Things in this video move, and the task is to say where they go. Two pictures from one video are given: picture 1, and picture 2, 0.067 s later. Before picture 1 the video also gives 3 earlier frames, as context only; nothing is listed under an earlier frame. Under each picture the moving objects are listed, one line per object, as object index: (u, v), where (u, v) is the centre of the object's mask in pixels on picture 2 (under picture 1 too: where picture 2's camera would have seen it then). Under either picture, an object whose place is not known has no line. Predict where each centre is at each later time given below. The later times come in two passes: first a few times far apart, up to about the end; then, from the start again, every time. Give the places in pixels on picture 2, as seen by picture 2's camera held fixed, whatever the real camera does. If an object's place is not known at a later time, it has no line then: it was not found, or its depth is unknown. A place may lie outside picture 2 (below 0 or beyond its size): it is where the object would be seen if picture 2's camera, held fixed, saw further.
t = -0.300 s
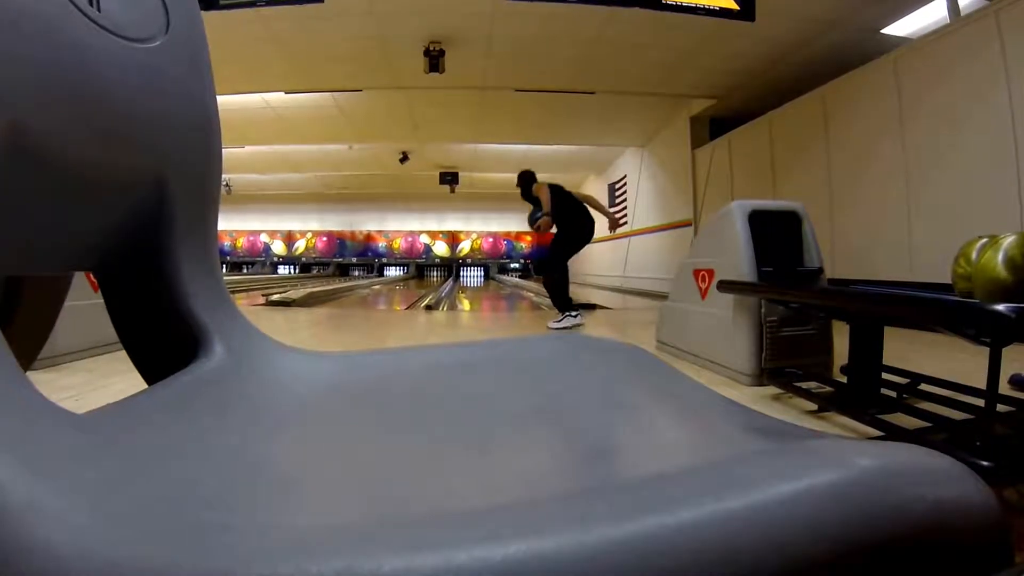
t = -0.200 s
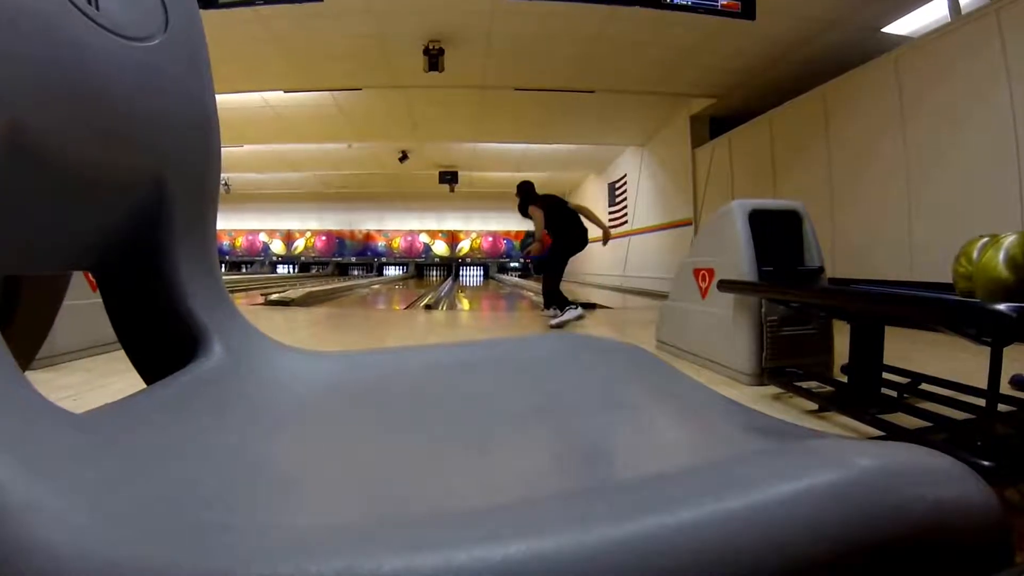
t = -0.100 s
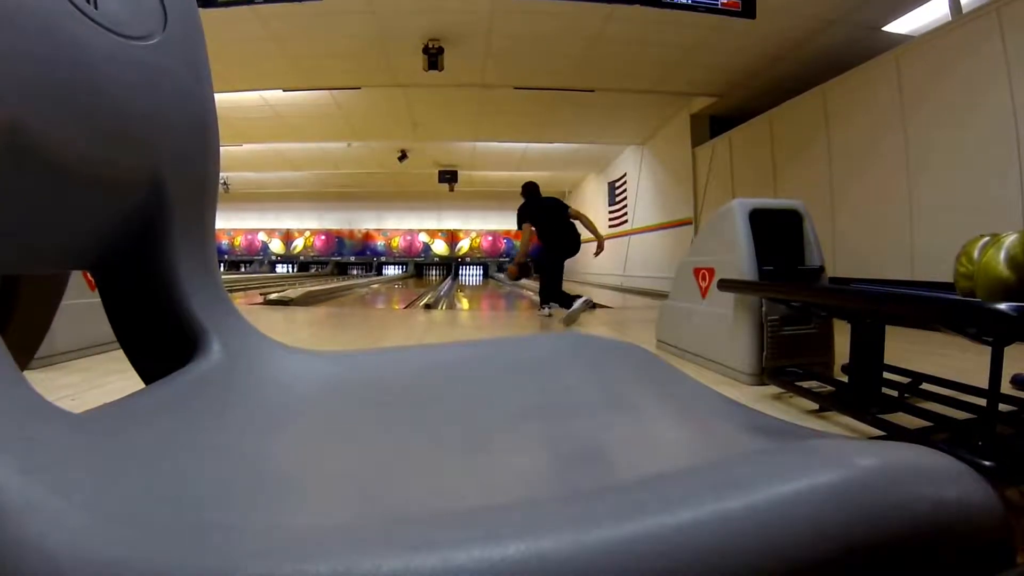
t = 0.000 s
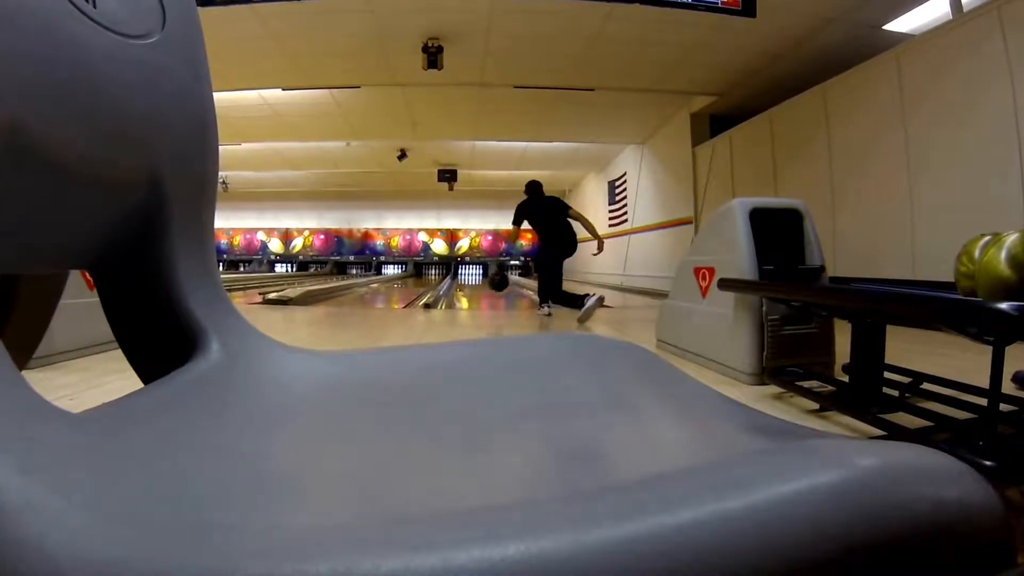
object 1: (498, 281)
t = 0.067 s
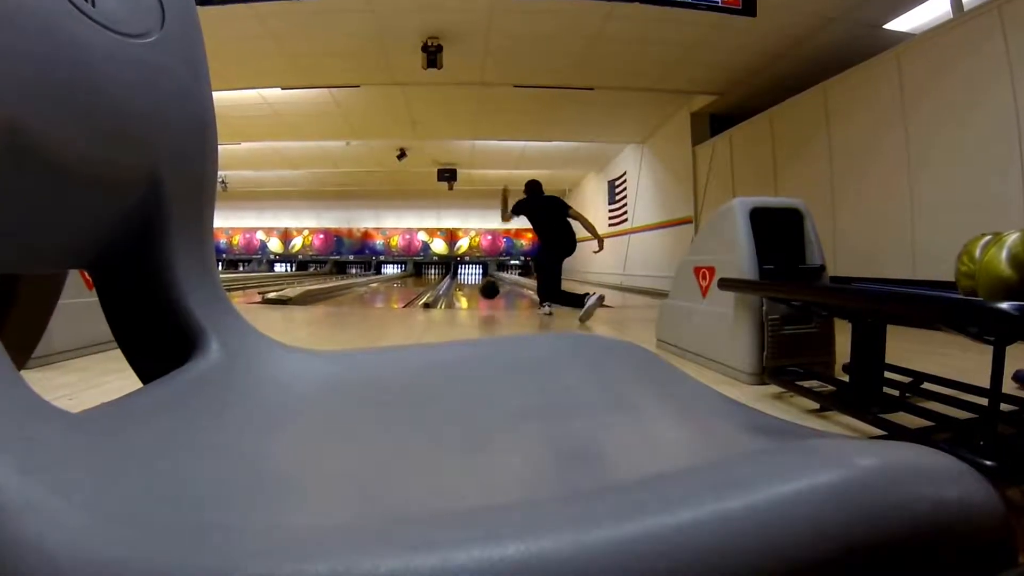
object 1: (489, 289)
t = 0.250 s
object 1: (470, 293)
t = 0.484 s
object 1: (453, 288)
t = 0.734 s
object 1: (448, 287)
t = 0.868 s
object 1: (447, 287)
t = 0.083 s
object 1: (487, 293)
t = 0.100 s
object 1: (485, 295)
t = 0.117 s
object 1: (483, 296)
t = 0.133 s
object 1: (481, 295)
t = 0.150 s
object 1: (480, 295)
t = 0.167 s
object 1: (478, 295)
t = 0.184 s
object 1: (476, 295)
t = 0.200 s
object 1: (475, 294)
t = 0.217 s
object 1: (474, 294)
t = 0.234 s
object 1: (471, 294)
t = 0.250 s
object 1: (470, 293)
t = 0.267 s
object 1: (469, 293)
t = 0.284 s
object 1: (466, 292)
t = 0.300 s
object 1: (466, 292)
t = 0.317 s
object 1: (464, 291)
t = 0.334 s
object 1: (463, 291)
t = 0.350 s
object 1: (462, 291)
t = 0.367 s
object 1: (460, 290)
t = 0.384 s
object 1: (459, 290)
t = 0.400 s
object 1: (458, 290)
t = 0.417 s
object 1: (457, 289)
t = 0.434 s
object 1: (457, 289)
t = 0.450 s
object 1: (456, 289)
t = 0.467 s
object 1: (455, 288)
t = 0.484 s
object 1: (453, 288)
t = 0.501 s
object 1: (452, 287)
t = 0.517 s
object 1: (452, 287)
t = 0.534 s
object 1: (451, 287)
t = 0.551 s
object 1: (450, 287)
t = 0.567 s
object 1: (449, 287)
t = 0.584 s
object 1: (449, 288)
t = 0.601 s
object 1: (448, 288)
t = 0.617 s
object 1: (446, 289)
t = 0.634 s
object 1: (446, 289)
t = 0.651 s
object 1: (447, 288)
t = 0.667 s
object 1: (446, 289)
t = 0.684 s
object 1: (447, 288)
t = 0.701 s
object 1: (447, 288)
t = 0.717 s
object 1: (447, 287)
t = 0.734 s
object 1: (448, 287)
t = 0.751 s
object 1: (448, 287)
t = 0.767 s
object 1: (447, 287)
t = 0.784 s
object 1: (448, 287)
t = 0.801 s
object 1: (447, 287)
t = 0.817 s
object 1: (447, 287)
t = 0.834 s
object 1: (448, 287)
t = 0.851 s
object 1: (448, 287)
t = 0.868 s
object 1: (447, 287)
